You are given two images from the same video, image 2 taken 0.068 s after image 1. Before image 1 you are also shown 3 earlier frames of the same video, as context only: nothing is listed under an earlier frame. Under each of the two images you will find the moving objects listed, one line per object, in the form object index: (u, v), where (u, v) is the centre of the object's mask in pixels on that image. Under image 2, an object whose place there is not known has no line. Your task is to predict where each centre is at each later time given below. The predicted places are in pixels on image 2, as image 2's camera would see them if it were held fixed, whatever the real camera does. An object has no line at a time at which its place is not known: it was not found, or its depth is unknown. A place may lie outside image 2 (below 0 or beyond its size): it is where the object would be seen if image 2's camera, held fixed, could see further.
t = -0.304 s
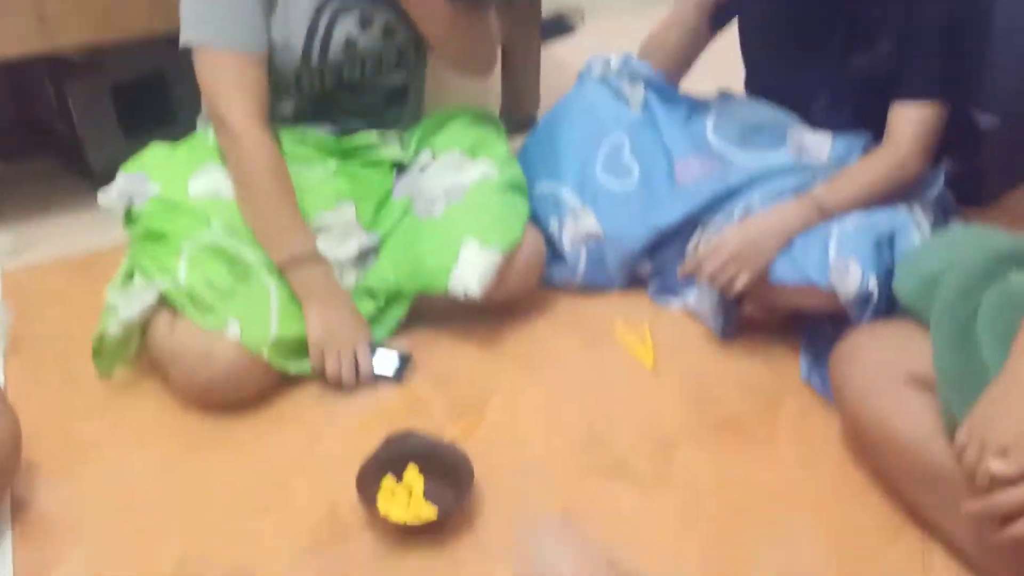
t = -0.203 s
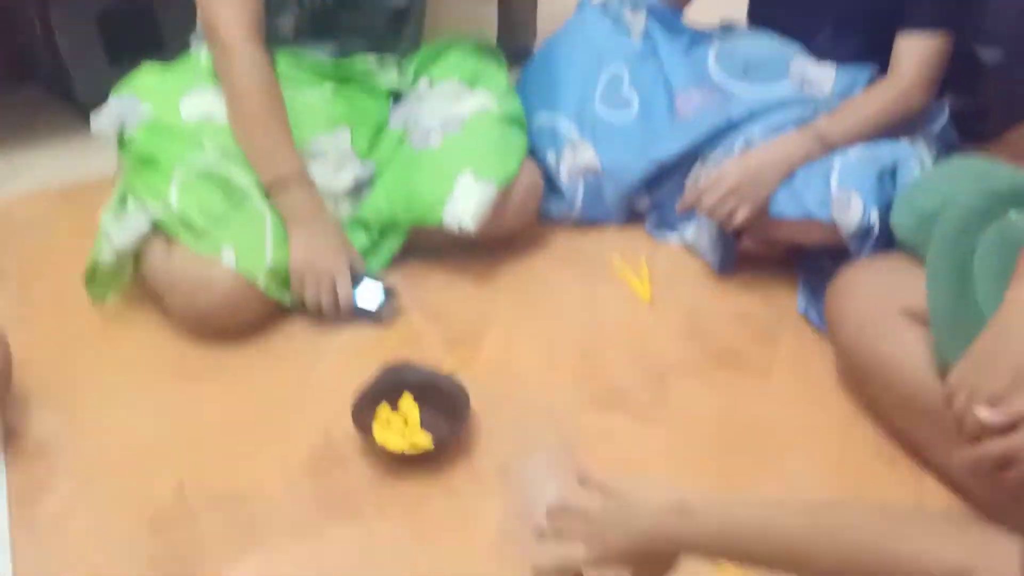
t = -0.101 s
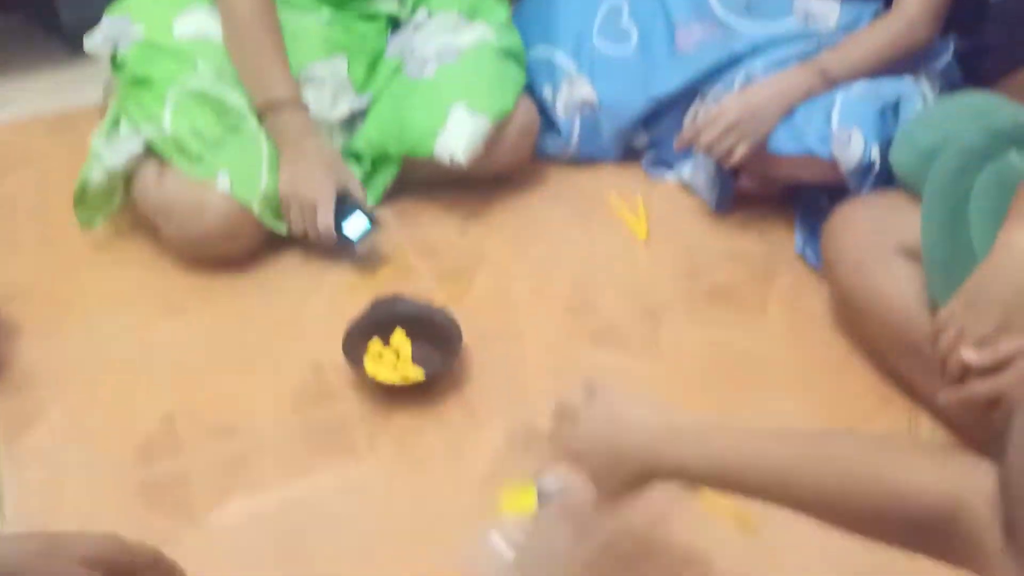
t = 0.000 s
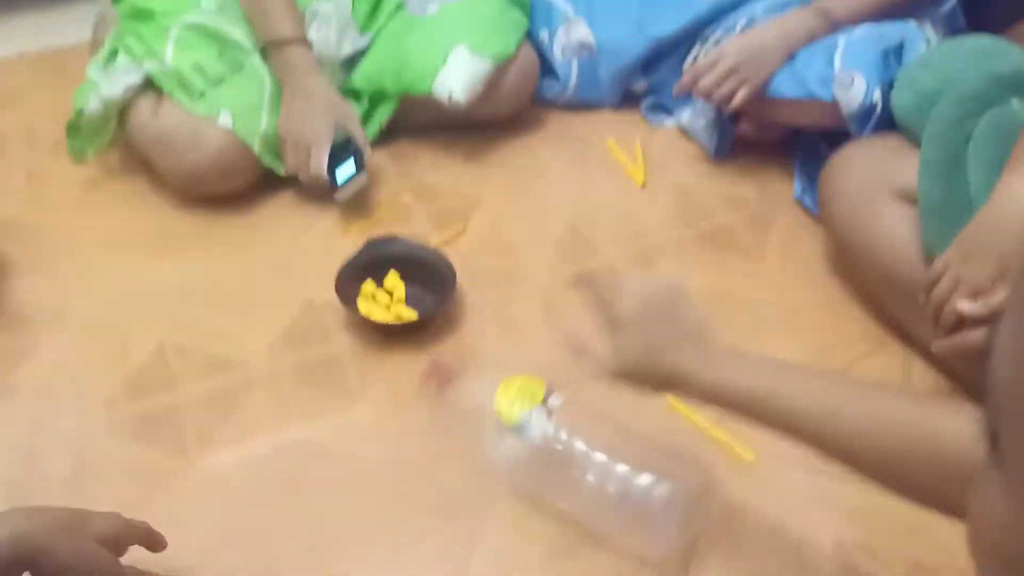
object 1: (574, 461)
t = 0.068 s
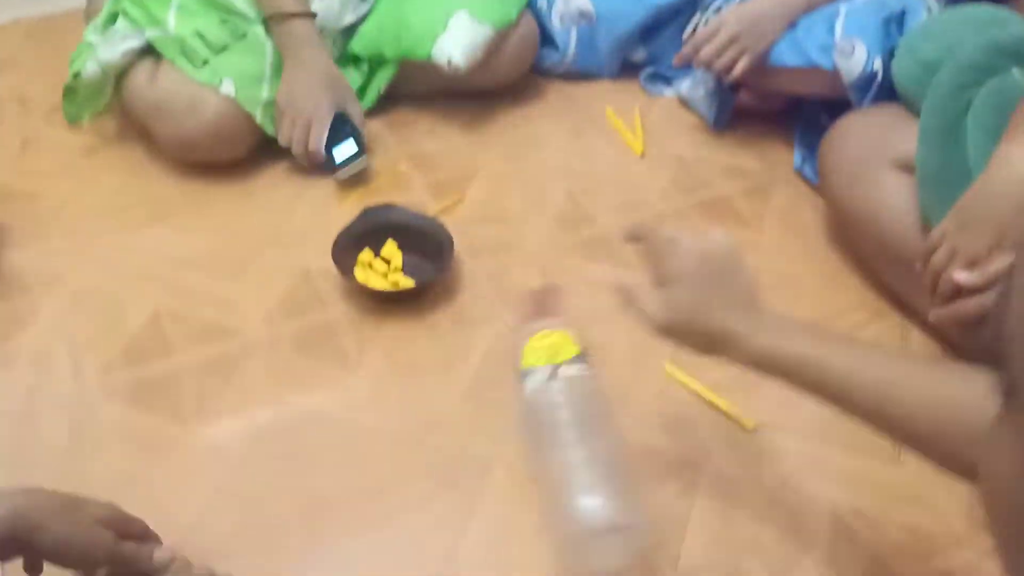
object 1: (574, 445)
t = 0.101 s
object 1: (569, 448)
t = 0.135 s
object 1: (566, 448)
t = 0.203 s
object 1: (556, 435)
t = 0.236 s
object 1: (561, 431)
